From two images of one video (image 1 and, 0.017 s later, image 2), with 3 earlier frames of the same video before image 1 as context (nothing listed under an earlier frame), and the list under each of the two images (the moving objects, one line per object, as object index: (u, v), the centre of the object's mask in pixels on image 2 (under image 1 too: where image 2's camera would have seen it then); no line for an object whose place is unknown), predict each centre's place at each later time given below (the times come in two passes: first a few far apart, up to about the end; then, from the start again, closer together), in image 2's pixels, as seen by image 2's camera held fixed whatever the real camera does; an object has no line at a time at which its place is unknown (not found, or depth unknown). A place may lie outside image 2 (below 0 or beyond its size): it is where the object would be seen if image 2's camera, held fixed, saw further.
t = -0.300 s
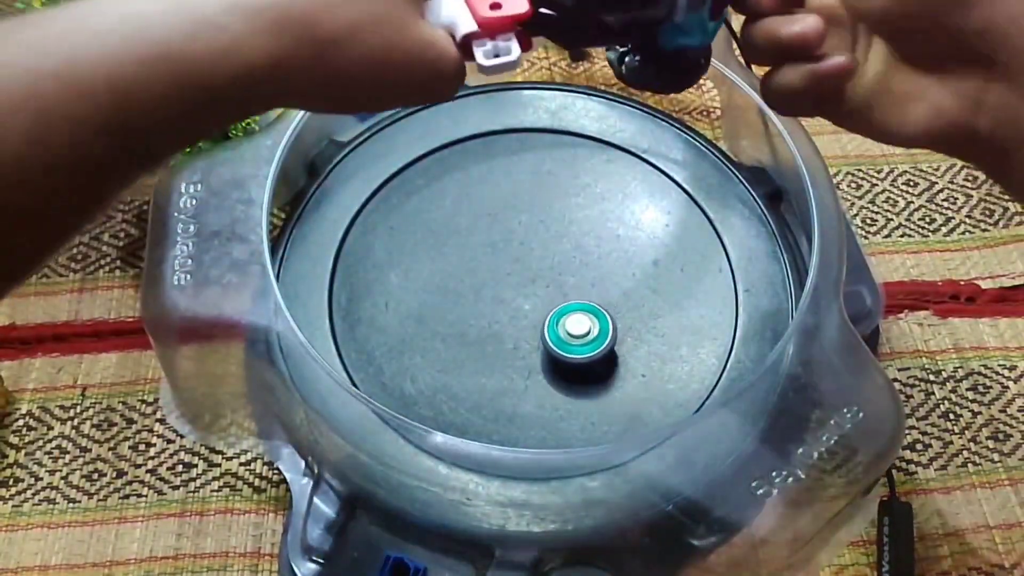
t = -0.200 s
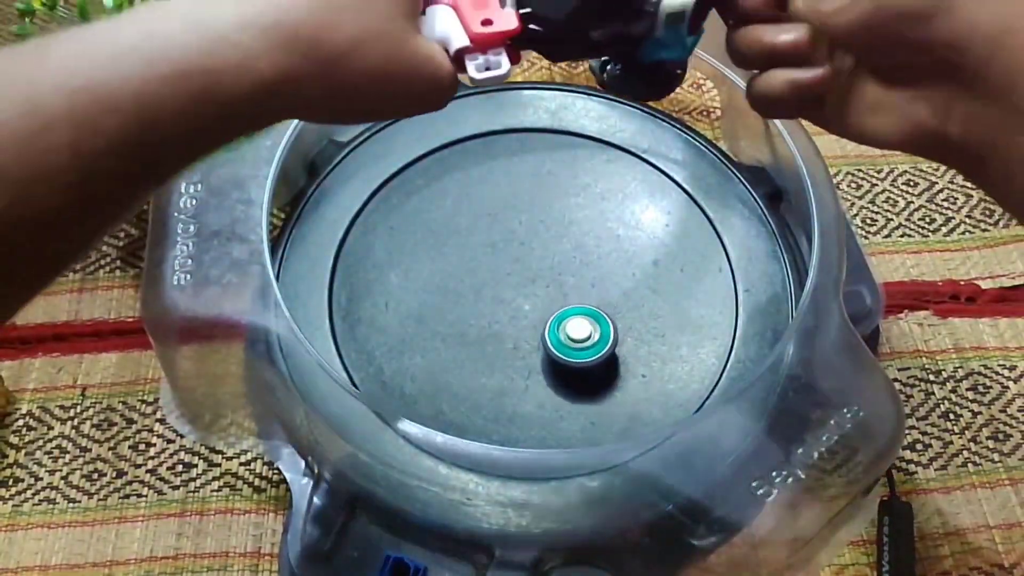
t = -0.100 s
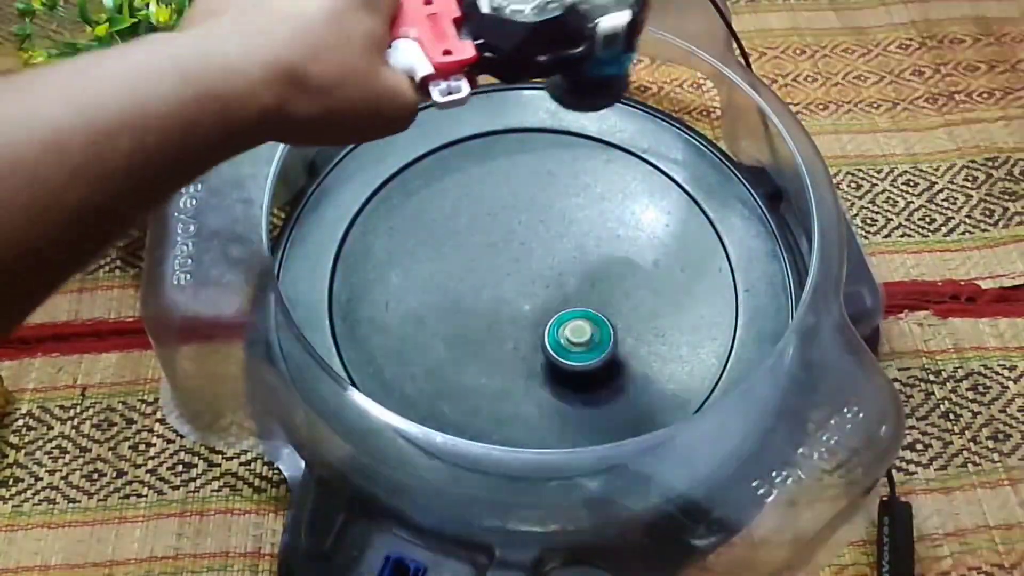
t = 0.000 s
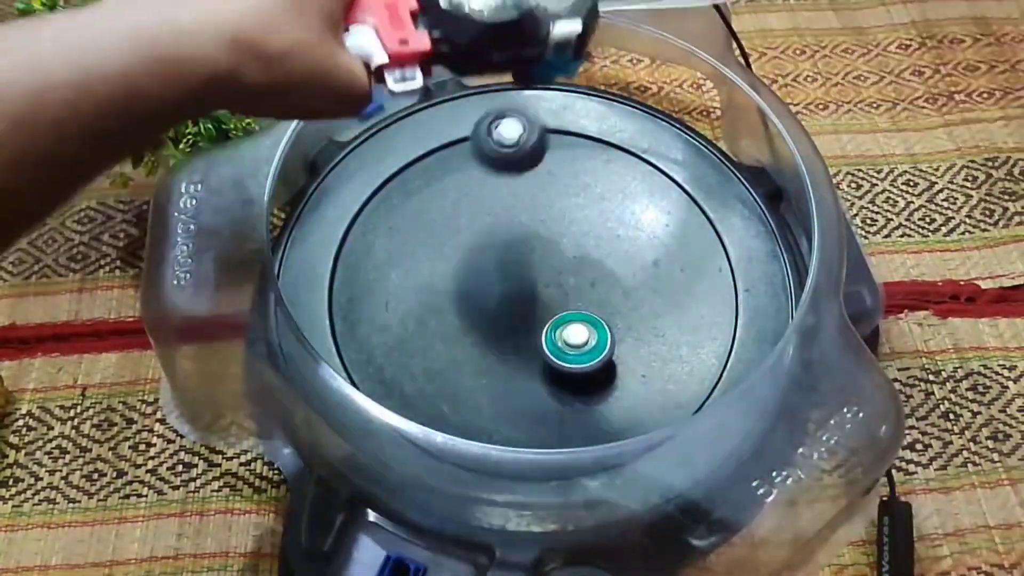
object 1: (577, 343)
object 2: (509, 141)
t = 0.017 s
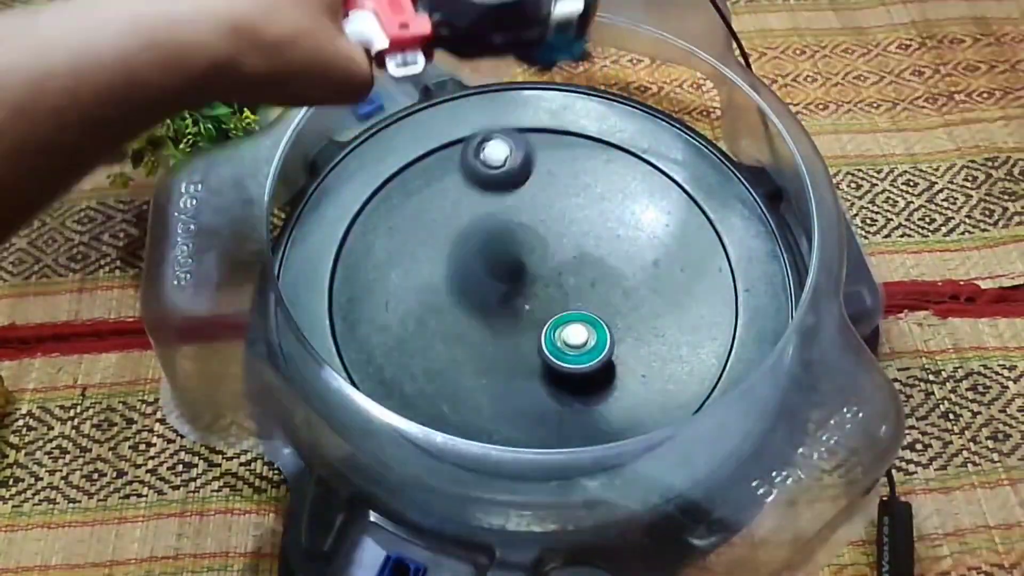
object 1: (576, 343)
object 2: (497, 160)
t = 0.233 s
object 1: (562, 345)
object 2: (439, 274)
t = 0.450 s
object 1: (640, 367)
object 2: (410, 320)
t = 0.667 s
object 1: (712, 283)
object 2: (352, 317)
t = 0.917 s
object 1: (552, 209)
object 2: (461, 399)
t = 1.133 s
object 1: (424, 279)
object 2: (574, 378)
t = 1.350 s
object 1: (443, 405)
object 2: (618, 300)
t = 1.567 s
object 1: (585, 422)
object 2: (586, 232)
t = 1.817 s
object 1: (621, 314)
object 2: (513, 213)
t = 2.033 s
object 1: (563, 265)
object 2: (442, 237)
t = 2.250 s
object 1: (598, 266)
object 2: (354, 287)
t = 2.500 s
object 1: (514, 250)
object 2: (437, 383)
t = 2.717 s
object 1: (480, 291)
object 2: (531, 384)
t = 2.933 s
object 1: (474, 304)
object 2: (579, 386)
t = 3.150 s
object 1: (466, 312)
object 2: (672, 346)
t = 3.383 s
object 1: (495, 336)
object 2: (679, 263)
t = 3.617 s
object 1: (536, 324)
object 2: (619, 215)
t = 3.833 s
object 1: (549, 297)
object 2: (545, 219)
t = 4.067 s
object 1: (655, 440)
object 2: (472, 159)
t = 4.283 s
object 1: (722, 321)
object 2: (472, 388)
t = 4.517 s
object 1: (664, 208)
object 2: (575, 408)
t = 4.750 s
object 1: (531, 196)
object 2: (627, 346)
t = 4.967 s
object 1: (448, 269)
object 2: (610, 292)
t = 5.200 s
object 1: (456, 368)
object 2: (560, 264)
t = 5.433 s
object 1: (546, 410)
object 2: (517, 264)
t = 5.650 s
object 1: (614, 371)
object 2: (491, 281)
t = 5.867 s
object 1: (609, 302)
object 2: (485, 301)
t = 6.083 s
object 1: (549, 264)
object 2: (494, 318)
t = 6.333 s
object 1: (499, 190)
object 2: (491, 407)
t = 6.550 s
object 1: (420, 205)
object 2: (558, 409)
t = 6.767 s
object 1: (400, 263)
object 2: (598, 372)
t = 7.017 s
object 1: (466, 329)
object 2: (587, 322)
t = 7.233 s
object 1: (216, 323)
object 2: (764, 195)
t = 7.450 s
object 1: (223, 330)
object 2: (612, 176)
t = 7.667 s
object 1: (213, 342)
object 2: (488, 222)
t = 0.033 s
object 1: (576, 344)
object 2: (485, 184)
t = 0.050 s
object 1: (575, 344)
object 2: (474, 206)
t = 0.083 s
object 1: (573, 344)
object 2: (465, 203)
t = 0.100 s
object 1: (572, 344)
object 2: (461, 203)
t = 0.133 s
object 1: (570, 344)
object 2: (453, 214)
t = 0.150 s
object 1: (569, 344)
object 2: (449, 224)
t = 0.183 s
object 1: (566, 344)
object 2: (442, 252)
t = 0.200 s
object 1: (565, 345)
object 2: (441, 262)
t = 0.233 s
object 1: (562, 345)
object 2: (439, 274)
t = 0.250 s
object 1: (561, 345)
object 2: (438, 283)
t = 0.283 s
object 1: (559, 346)
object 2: (440, 299)
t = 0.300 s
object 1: (558, 347)
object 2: (442, 307)
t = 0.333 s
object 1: (555, 348)
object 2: (448, 318)
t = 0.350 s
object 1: (554, 348)
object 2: (453, 323)
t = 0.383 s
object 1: (552, 349)
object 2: (467, 333)
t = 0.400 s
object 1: (556, 351)
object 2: (469, 337)
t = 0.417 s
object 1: (586, 358)
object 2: (447, 331)
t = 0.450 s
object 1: (640, 367)
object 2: (410, 320)
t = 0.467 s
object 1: (663, 370)
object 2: (394, 314)
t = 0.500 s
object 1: (702, 367)
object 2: (369, 305)
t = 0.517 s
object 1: (715, 363)
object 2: (359, 302)
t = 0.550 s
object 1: (726, 346)
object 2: (346, 298)
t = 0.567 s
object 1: (730, 340)
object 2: (343, 297)
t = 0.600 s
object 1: (729, 325)
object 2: (341, 299)
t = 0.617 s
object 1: (726, 314)
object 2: (342, 302)
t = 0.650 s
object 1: (718, 293)
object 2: (348, 311)
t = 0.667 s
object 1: (712, 283)
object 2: (352, 317)
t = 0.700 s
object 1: (698, 263)
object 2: (363, 330)
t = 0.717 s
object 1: (690, 255)
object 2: (369, 336)
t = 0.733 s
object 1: (681, 247)
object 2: (375, 343)
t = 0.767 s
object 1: (660, 234)
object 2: (387, 357)
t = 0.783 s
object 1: (650, 228)
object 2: (394, 363)
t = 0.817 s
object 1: (627, 219)
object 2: (409, 376)
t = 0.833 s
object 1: (615, 216)
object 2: (417, 381)
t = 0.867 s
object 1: (591, 211)
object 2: (434, 390)
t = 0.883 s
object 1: (578, 211)
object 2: (442, 393)
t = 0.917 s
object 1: (552, 209)
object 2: (461, 399)
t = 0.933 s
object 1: (539, 211)
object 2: (471, 401)
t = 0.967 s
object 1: (515, 216)
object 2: (490, 402)
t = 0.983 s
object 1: (503, 219)
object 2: (500, 402)
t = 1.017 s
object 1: (481, 228)
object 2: (519, 400)
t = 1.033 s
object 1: (471, 233)
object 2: (527, 399)
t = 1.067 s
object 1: (453, 247)
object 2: (545, 393)
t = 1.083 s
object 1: (444, 254)
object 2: (552, 390)
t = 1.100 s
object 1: (437, 262)
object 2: (560, 386)
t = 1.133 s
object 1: (424, 279)
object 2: (574, 378)
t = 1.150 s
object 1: (419, 289)
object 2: (581, 373)
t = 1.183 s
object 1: (411, 310)
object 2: (592, 362)
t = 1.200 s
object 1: (408, 320)
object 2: (597, 356)
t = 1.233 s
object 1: (407, 342)
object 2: (605, 344)
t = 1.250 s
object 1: (408, 353)
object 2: (608, 337)
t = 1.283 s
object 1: (415, 373)
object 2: (613, 326)
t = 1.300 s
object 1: (420, 383)
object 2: (615, 318)
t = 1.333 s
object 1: (434, 398)
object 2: (617, 306)
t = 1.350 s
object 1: (443, 405)
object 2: (618, 300)
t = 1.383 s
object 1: (463, 415)
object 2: (617, 288)
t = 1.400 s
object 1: (474, 419)
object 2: (616, 282)
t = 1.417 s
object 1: (486, 423)
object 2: (615, 276)
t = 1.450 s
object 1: (510, 428)
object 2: (611, 265)
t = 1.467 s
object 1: (521, 440)
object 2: (608, 260)
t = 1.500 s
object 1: (544, 429)
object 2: (602, 250)
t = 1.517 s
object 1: (556, 437)
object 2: (598, 245)
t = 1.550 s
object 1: (576, 425)
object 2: (590, 235)
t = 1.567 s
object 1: (585, 422)
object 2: (586, 232)
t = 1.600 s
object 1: (602, 415)
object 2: (577, 225)
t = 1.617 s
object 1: (609, 409)
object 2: (573, 222)
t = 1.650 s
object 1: (620, 396)
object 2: (563, 217)
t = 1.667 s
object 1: (624, 388)
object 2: (559, 215)
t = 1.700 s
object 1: (629, 371)
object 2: (549, 212)
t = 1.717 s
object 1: (630, 362)
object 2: (544, 212)
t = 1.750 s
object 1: (630, 345)
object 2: (534, 211)
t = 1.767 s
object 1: (629, 336)
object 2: (528, 211)
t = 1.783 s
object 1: (627, 329)
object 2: (524, 211)
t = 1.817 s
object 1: (621, 314)
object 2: (513, 213)
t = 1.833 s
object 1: (617, 306)
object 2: (509, 214)
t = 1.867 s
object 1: (606, 294)
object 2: (500, 216)
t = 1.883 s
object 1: (600, 287)
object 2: (496, 220)
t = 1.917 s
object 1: (587, 277)
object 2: (488, 225)
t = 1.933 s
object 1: (579, 273)
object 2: (485, 227)
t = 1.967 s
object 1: (564, 265)
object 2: (479, 234)
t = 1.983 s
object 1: (556, 262)
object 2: (477, 238)
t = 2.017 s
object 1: (551, 261)
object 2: (463, 242)
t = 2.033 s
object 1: (563, 265)
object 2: (442, 237)
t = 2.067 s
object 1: (585, 272)
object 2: (406, 232)
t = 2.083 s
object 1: (593, 277)
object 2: (391, 232)
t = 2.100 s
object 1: (600, 279)
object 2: (378, 232)
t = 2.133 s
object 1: (609, 282)
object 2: (357, 235)
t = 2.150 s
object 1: (612, 282)
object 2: (351, 239)
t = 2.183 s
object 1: (612, 280)
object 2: (347, 252)
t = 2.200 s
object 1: (610, 277)
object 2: (348, 260)
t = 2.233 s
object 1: (602, 270)
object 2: (351, 278)
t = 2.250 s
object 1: (598, 266)
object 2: (354, 287)
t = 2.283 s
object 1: (588, 259)
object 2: (359, 303)
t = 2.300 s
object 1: (583, 255)
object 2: (362, 313)
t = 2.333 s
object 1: (573, 251)
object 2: (371, 327)
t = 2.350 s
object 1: (567, 249)
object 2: (376, 335)
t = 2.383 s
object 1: (555, 246)
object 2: (386, 348)
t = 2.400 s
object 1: (549, 245)
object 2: (392, 354)
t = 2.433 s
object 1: (537, 245)
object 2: (406, 365)
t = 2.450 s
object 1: (531, 246)
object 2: (413, 370)
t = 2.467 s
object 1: (525, 247)
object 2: (421, 375)
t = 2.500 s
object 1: (514, 250)
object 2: (437, 383)
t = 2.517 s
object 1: (509, 252)
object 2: (446, 386)
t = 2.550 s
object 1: (499, 257)
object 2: (464, 391)
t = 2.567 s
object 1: (495, 260)
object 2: (473, 392)
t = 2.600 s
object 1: (488, 267)
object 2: (494, 394)
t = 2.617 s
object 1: (485, 270)
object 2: (503, 395)
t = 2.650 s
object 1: (482, 277)
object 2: (517, 393)
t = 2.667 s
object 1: (481, 281)
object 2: (523, 390)
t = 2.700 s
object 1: (480, 287)
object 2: (530, 386)
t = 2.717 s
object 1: (480, 291)
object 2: (531, 384)
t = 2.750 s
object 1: (480, 298)
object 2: (533, 381)
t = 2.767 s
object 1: (480, 301)
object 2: (535, 379)
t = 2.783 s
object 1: (481, 304)
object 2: (536, 379)
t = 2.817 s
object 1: (482, 311)
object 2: (539, 374)
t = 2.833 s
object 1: (484, 313)
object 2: (541, 374)
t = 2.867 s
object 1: (487, 318)
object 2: (545, 370)
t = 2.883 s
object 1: (489, 320)
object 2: (547, 369)
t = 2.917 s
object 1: (480, 311)
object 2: (568, 380)
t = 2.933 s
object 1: (474, 304)
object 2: (579, 386)
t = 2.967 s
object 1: (466, 293)
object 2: (601, 392)
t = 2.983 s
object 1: (463, 290)
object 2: (610, 393)
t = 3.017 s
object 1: (461, 290)
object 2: (627, 388)
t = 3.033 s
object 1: (460, 291)
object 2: (634, 385)
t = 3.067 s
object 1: (461, 297)
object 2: (647, 375)
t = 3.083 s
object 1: (462, 301)
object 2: (653, 369)
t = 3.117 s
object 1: (464, 307)
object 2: (663, 357)
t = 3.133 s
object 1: (465, 310)
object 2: (668, 352)
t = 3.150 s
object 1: (466, 312)
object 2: (672, 346)
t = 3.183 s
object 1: (468, 317)
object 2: (678, 333)
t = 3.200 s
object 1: (469, 319)
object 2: (681, 327)
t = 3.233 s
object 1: (472, 323)
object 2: (684, 315)
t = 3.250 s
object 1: (474, 326)
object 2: (686, 309)
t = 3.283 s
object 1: (478, 329)
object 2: (686, 297)
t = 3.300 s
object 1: (480, 331)
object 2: (686, 290)
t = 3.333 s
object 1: (486, 333)
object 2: (684, 279)
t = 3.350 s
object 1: (489, 334)
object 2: (683, 273)
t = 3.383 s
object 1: (495, 336)
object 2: (679, 263)
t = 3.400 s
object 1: (498, 336)
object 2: (676, 257)
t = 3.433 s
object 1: (505, 337)
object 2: (671, 248)
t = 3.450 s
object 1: (509, 336)
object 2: (667, 244)
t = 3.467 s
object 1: (512, 336)
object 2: (663, 239)
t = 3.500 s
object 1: (518, 334)
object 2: (655, 233)
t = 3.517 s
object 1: (521, 333)
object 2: (650, 229)
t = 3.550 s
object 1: (526, 331)
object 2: (640, 224)
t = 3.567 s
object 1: (529, 329)
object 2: (635, 221)
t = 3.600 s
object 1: (533, 326)
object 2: (624, 217)
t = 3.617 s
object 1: (536, 324)
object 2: (619, 215)
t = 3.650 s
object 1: (539, 320)
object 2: (607, 212)
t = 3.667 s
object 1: (541, 318)
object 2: (602, 212)
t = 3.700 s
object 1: (543, 314)
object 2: (590, 211)
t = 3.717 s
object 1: (545, 311)
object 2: (585, 211)
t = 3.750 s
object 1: (546, 308)
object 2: (573, 212)
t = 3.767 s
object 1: (547, 306)
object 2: (568, 213)
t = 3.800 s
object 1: (548, 302)
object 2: (556, 216)
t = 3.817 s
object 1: (549, 298)
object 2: (551, 217)
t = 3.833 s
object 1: (549, 297)
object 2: (545, 219)
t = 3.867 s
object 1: (549, 293)
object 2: (535, 224)
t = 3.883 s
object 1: (549, 291)
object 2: (530, 228)
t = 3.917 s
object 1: (559, 351)
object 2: (514, 189)
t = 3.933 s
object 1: (567, 395)
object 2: (504, 150)
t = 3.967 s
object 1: (587, 475)
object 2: (489, 75)
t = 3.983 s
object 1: (596, 496)
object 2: (485, 76)
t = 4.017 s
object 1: (623, 466)
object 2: (479, 96)
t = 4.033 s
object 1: (635, 456)
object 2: (476, 109)
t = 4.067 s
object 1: (655, 440)
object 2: (472, 159)
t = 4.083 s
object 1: (663, 435)
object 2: (471, 183)
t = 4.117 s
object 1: (679, 427)
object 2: (467, 230)
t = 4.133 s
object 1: (686, 416)
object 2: (466, 245)
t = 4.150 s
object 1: (692, 405)
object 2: (465, 263)
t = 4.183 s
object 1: (698, 381)
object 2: (463, 302)
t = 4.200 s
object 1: (704, 371)
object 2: (462, 318)
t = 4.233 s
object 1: (714, 352)
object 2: (463, 350)
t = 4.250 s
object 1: (718, 341)
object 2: (464, 363)
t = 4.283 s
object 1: (722, 321)
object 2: (472, 388)
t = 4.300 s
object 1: (723, 310)
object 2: (477, 398)
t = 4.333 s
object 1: (723, 291)
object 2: (491, 409)
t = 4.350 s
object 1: (721, 281)
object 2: (499, 413)
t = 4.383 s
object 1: (714, 263)
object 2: (515, 416)
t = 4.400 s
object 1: (710, 255)
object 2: (523, 417)
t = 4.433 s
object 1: (700, 239)
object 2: (539, 417)
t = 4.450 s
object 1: (693, 232)
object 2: (547, 416)
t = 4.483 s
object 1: (680, 219)
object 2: (561, 413)
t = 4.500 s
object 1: (672, 212)
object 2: (568, 410)
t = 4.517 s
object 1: (664, 208)
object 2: (575, 408)
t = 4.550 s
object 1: (648, 200)
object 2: (586, 401)
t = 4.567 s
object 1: (639, 195)
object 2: (592, 397)
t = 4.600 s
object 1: (620, 190)
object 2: (602, 390)
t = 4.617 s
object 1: (610, 189)
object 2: (607, 385)
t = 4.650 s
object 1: (590, 188)
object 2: (615, 377)
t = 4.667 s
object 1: (580, 188)
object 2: (618, 371)
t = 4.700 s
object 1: (560, 190)
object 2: (623, 361)
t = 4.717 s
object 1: (550, 191)
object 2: (625, 357)
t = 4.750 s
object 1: (531, 196)
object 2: (627, 346)
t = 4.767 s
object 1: (522, 199)
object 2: (628, 341)
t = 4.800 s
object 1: (504, 207)
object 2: (628, 332)
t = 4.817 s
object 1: (496, 213)
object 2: (628, 327)
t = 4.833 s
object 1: (488, 218)
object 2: (626, 323)
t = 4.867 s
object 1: (475, 229)
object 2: (624, 314)
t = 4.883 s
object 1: (469, 235)
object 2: (622, 310)
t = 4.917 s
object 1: (459, 249)
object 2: (618, 302)
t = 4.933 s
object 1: (455, 255)
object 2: (616, 299)
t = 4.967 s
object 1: (448, 269)
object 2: (610, 292)
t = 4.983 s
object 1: (446, 276)
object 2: (607, 289)
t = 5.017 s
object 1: (442, 291)
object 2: (601, 283)
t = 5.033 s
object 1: (441, 299)
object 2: (597, 280)
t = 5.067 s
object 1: (439, 314)
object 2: (590, 276)
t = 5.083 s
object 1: (440, 320)
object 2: (586, 274)
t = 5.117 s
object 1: (442, 335)
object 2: (579, 270)
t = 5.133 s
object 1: (444, 342)
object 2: (575, 269)
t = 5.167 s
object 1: (449, 355)
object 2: (568, 266)
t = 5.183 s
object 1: (452, 362)
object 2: (564, 265)
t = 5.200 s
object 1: (456, 368)
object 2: (560, 264)
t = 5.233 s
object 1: (466, 380)
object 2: (554, 263)
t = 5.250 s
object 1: (471, 385)
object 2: (550, 262)
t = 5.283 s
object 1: (483, 395)
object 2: (544, 262)
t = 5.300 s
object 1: (489, 398)
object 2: (541, 262)
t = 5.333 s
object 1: (503, 405)
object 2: (534, 262)
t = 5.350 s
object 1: (510, 407)
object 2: (531, 262)
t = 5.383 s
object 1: (524, 409)
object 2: (526, 263)
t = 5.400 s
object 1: (532, 410)
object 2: (523, 263)
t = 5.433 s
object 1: (546, 410)
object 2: (517, 264)
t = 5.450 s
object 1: (553, 410)
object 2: (514, 265)
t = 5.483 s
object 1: (566, 406)
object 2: (509, 267)
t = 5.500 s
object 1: (572, 405)
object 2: (507, 269)
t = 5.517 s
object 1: (579, 402)
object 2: (505, 269)
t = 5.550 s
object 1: (589, 397)
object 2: (500, 272)
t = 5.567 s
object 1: (595, 393)
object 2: (499, 272)
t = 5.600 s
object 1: (604, 386)
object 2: (495, 277)
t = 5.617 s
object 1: (608, 380)
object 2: (494, 278)
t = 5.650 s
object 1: (614, 371)
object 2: (491, 281)
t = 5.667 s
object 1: (617, 366)
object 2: (490, 283)
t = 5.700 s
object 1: (620, 355)
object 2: (488, 287)
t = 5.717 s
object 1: (621, 351)
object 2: (487, 287)
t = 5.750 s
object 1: (621, 339)
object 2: (487, 291)
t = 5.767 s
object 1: (621, 333)
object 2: (486, 291)
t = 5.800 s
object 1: (619, 322)
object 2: (485, 295)
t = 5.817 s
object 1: (617, 317)
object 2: (485, 297)
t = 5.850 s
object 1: (612, 307)
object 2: (485, 300)
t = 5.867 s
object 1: (609, 302)
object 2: (485, 301)
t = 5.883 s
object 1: (605, 299)
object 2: (485, 303)
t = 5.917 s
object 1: (597, 291)
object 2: (485, 306)
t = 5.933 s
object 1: (593, 286)
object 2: (486, 307)
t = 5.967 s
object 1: (584, 279)
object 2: (487, 310)
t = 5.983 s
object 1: (579, 277)
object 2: (488, 311)
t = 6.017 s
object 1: (570, 272)
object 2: (489, 313)
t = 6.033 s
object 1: (565, 269)
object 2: (490, 314)
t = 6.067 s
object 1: (555, 266)
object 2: (492, 317)
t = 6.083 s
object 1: (549, 264)
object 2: (494, 318)
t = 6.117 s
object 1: (539, 263)
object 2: (496, 320)
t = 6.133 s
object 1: (534, 262)
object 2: (497, 320)
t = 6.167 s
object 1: (524, 261)
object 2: (500, 322)
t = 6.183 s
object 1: (520, 260)
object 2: (500, 327)
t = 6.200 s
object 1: (521, 245)
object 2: (495, 343)
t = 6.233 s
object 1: (522, 221)
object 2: (488, 369)
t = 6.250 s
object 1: (521, 211)
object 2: (485, 379)
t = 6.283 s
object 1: (516, 199)
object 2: (484, 395)
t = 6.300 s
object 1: (511, 194)
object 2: (485, 401)
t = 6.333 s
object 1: (499, 190)
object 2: (491, 407)
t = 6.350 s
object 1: (491, 189)
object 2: (495, 409)
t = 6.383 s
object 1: (477, 189)
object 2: (505, 411)
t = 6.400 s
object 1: (470, 189)
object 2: (510, 412)
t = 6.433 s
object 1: (457, 191)
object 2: (521, 414)
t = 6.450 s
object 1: (451, 192)
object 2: (526, 414)
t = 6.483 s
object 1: (439, 195)
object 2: (537, 414)
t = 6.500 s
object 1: (433, 197)
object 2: (543, 413)
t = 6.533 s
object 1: (424, 202)
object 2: (553, 411)
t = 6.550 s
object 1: (420, 205)
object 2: (558, 409)
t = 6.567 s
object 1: (416, 208)
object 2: (563, 407)
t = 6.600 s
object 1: (409, 216)
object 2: (572, 403)
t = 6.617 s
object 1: (406, 220)
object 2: (576, 400)
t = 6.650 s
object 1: (402, 228)
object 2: (583, 395)
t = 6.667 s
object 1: (401, 233)
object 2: (587, 392)
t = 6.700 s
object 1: (399, 243)
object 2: (591, 386)
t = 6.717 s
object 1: (398, 248)
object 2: (593, 382)
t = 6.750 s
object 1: (399, 258)
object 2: (597, 376)
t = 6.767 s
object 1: (400, 263)
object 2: (598, 372)
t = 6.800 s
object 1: (404, 274)
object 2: (599, 366)
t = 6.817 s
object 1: (406, 279)
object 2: (599, 362)
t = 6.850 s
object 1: (413, 289)
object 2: (599, 356)
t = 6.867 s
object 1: (417, 294)
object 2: (599, 352)
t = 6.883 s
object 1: (421, 299)
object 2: (599, 349)
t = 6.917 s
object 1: (430, 309)
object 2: (597, 341)
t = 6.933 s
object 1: (435, 313)
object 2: (596, 338)
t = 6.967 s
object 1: (447, 321)
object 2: (593, 331)
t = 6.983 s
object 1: (453, 323)
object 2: (591, 328)
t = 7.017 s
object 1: (466, 329)
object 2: (587, 322)
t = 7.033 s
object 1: (473, 330)
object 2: (585, 319)
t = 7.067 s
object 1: (486, 333)
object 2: (580, 314)
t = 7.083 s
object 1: (492, 334)
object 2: (578, 311)
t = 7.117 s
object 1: (498, 336)
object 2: (579, 307)
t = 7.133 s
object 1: (449, 340)
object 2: (625, 293)
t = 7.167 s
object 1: (357, 345)
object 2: (711, 262)
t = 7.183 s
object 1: (329, 334)
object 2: (737, 240)
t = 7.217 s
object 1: (246, 327)
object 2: (769, 205)
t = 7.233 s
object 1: (216, 323)
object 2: (764, 195)
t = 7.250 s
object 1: (191, 322)
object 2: (758, 185)
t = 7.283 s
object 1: (192, 315)
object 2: (743, 180)
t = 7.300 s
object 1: (195, 316)
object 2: (734, 183)
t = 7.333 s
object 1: (205, 326)
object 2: (712, 183)
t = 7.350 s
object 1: (211, 336)
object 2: (700, 178)
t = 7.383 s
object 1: (220, 347)
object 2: (675, 178)
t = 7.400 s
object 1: (219, 341)
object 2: (660, 178)
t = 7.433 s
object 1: (219, 332)
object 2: (628, 175)
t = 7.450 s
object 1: (223, 330)
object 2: (612, 176)
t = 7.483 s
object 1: (223, 334)
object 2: (583, 181)
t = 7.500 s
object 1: (223, 341)
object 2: (568, 183)
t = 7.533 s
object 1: (223, 338)
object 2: (543, 190)
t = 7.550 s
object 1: (222, 337)
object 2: (532, 193)
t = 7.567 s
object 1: (224, 337)
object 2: (523, 197)
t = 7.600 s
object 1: (222, 340)
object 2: (507, 205)
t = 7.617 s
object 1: (220, 340)
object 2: (500, 210)
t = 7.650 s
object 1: (215, 342)
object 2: (491, 218)
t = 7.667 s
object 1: (213, 342)
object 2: (488, 222)
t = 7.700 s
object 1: (212, 343)
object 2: (483, 230)
